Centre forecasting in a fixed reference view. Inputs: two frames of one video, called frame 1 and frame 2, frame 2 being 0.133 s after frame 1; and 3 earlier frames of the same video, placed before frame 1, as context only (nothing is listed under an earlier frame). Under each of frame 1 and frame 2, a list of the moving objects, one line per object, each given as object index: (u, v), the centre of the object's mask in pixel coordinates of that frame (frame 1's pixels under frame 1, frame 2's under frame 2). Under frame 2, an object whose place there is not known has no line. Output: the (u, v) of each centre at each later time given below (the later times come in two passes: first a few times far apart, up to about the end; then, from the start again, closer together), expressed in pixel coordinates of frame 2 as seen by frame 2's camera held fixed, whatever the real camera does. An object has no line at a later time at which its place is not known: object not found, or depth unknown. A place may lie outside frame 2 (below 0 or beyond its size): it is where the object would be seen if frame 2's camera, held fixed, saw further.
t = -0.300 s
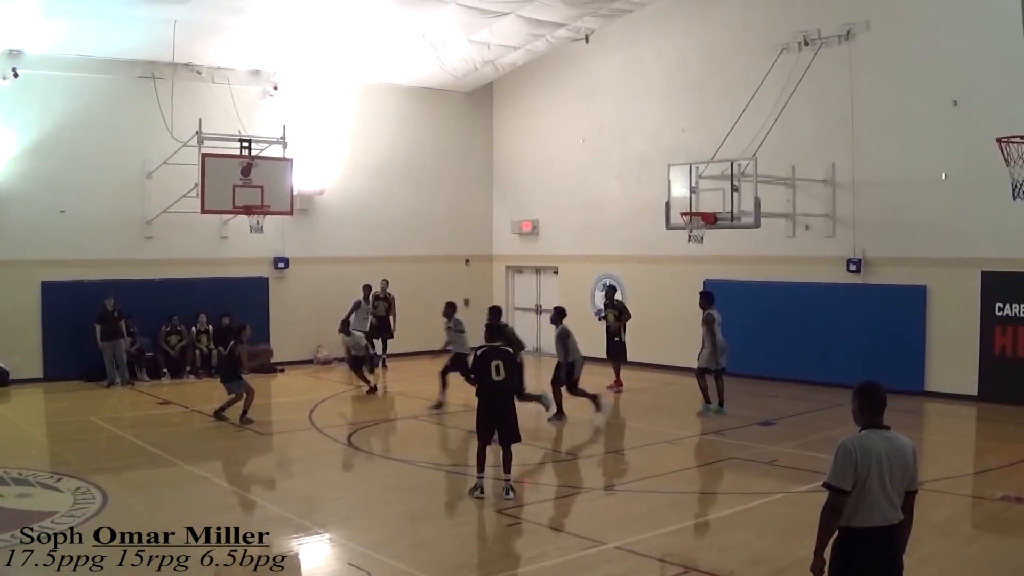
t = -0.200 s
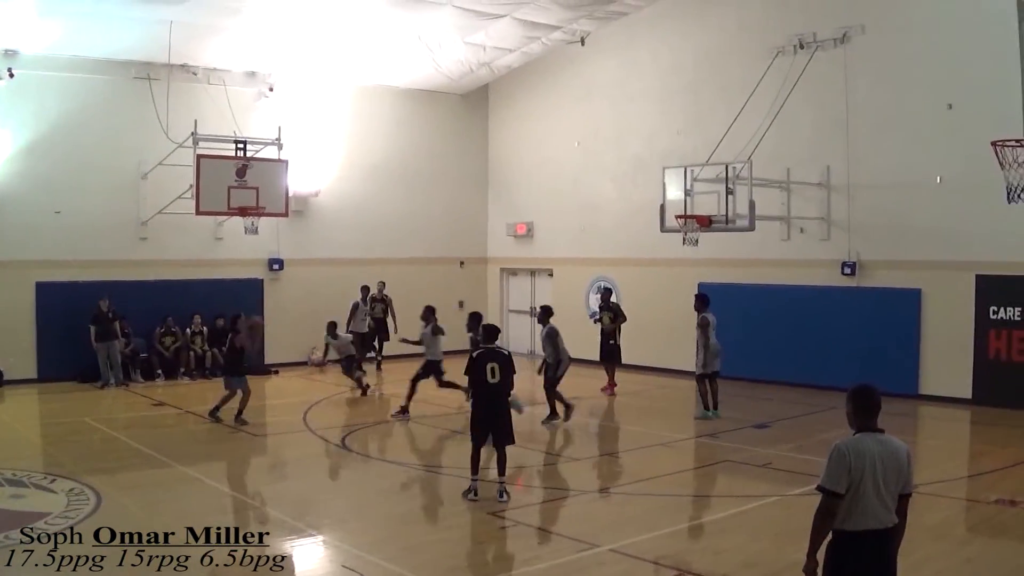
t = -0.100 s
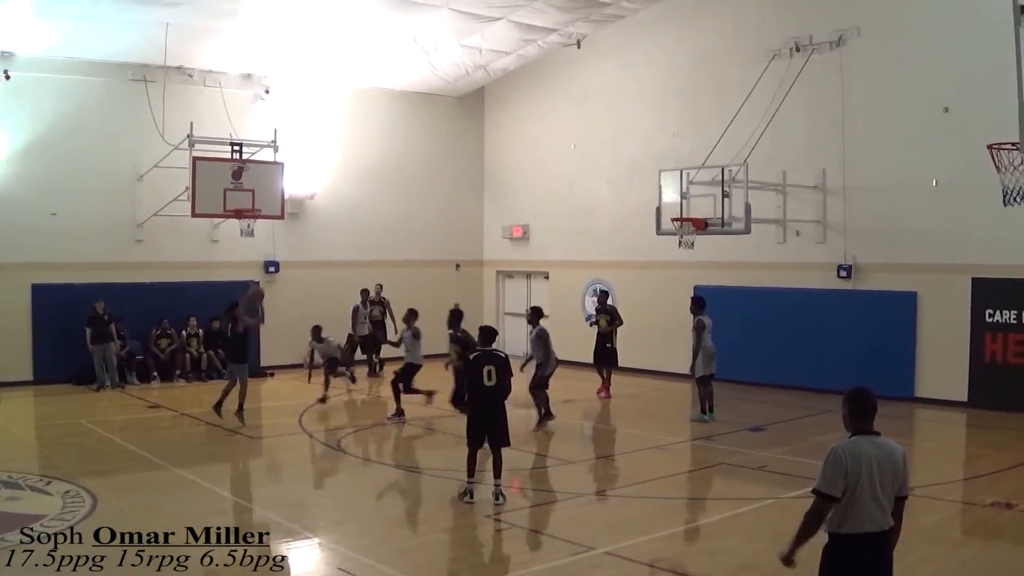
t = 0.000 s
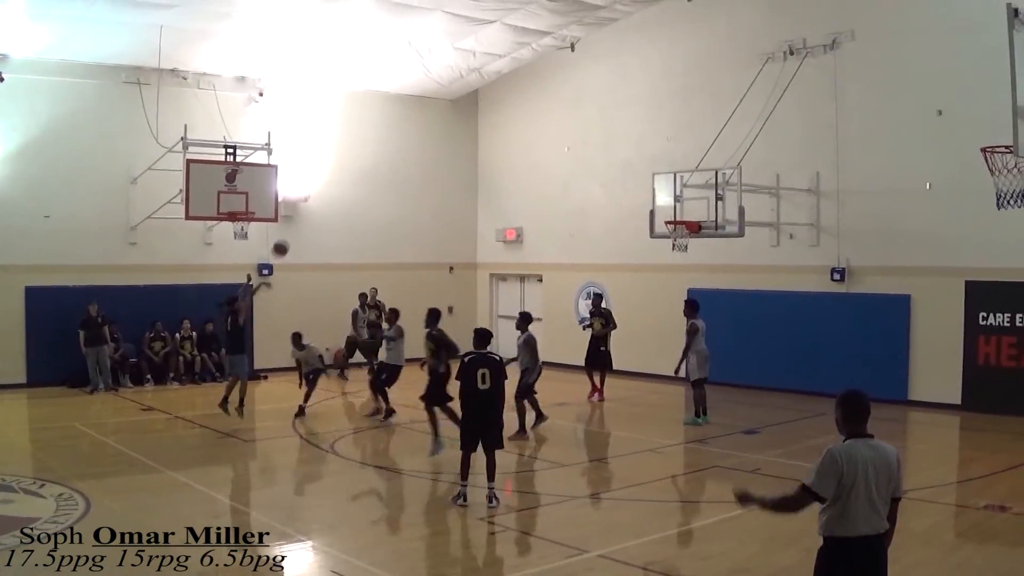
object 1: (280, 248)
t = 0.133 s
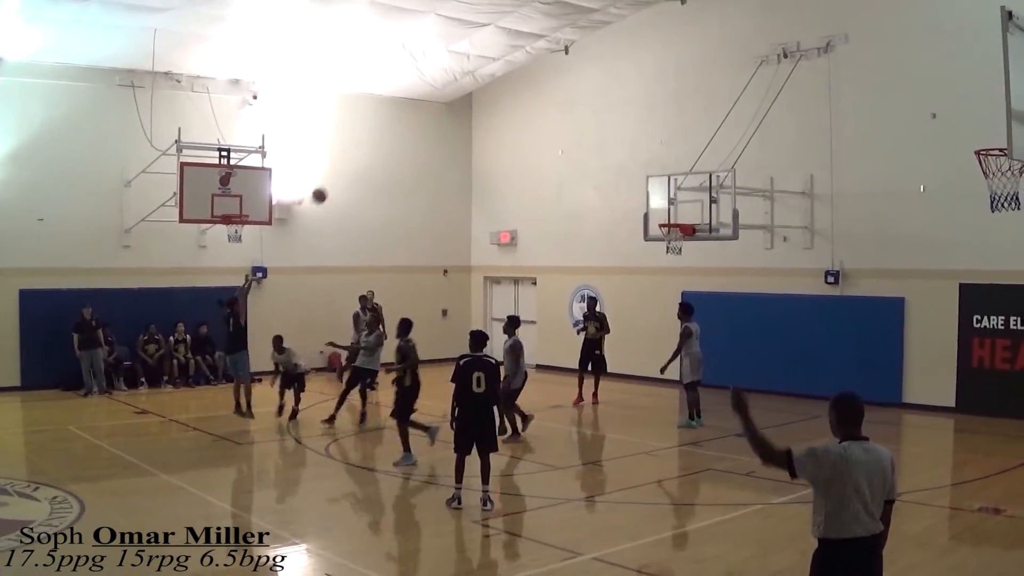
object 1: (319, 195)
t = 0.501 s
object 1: (435, 109)
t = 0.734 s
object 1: (504, 99)
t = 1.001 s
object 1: (580, 130)
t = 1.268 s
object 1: (651, 201)
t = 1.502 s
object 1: (692, 258)
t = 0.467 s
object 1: (425, 113)
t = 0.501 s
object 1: (435, 109)
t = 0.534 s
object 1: (445, 105)
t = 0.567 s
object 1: (455, 103)
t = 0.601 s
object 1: (465, 101)
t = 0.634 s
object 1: (475, 99)
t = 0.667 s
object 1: (485, 98)
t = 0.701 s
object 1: (494, 98)
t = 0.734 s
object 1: (504, 99)
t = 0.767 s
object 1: (514, 101)
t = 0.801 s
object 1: (524, 103)
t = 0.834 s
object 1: (533, 106)
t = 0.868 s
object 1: (543, 109)
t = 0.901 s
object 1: (552, 114)
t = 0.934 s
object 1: (561, 119)
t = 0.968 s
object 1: (571, 124)
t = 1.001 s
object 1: (580, 130)
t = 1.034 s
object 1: (589, 137)
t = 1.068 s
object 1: (598, 144)
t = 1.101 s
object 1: (607, 152)
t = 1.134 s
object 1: (616, 161)
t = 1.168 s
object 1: (625, 170)
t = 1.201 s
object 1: (634, 179)
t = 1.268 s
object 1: (651, 201)
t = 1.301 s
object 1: (660, 213)
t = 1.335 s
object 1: (669, 225)
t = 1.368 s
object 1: (677, 234)
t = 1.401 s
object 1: (681, 243)
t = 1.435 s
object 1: (685, 248)
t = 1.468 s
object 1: (688, 253)
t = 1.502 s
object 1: (692, 258)
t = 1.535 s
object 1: (696, 264)
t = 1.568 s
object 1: (699, 271)
